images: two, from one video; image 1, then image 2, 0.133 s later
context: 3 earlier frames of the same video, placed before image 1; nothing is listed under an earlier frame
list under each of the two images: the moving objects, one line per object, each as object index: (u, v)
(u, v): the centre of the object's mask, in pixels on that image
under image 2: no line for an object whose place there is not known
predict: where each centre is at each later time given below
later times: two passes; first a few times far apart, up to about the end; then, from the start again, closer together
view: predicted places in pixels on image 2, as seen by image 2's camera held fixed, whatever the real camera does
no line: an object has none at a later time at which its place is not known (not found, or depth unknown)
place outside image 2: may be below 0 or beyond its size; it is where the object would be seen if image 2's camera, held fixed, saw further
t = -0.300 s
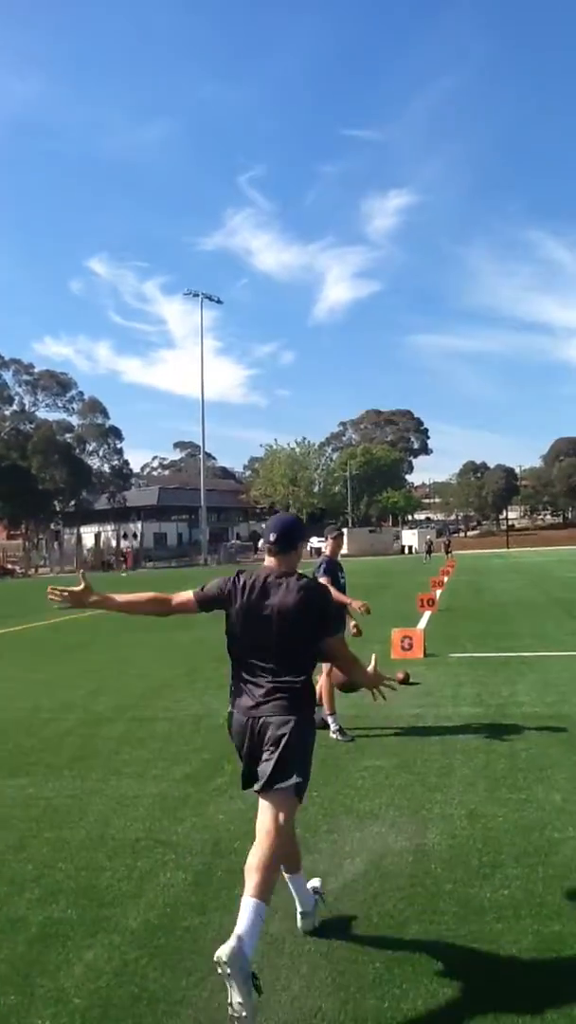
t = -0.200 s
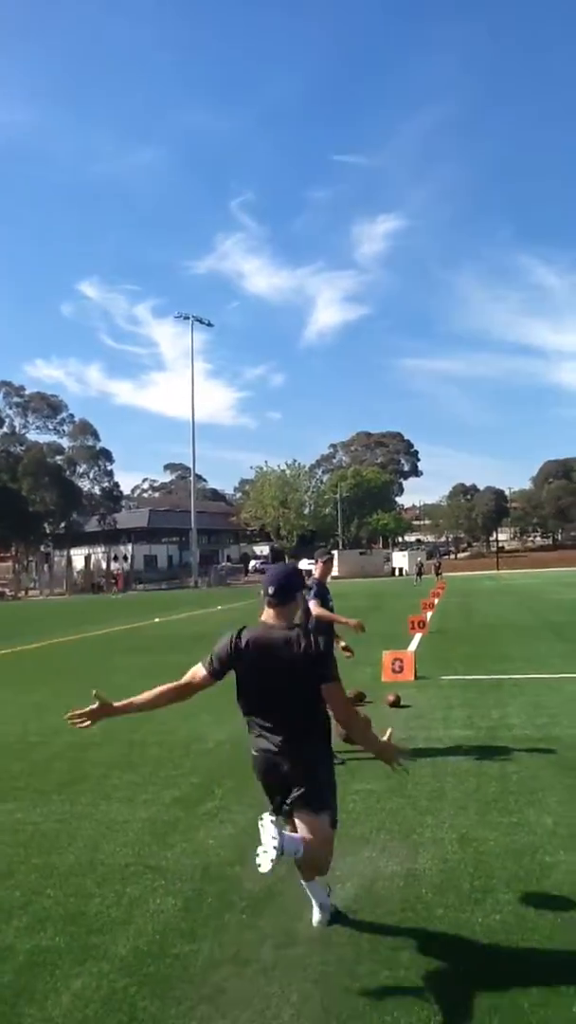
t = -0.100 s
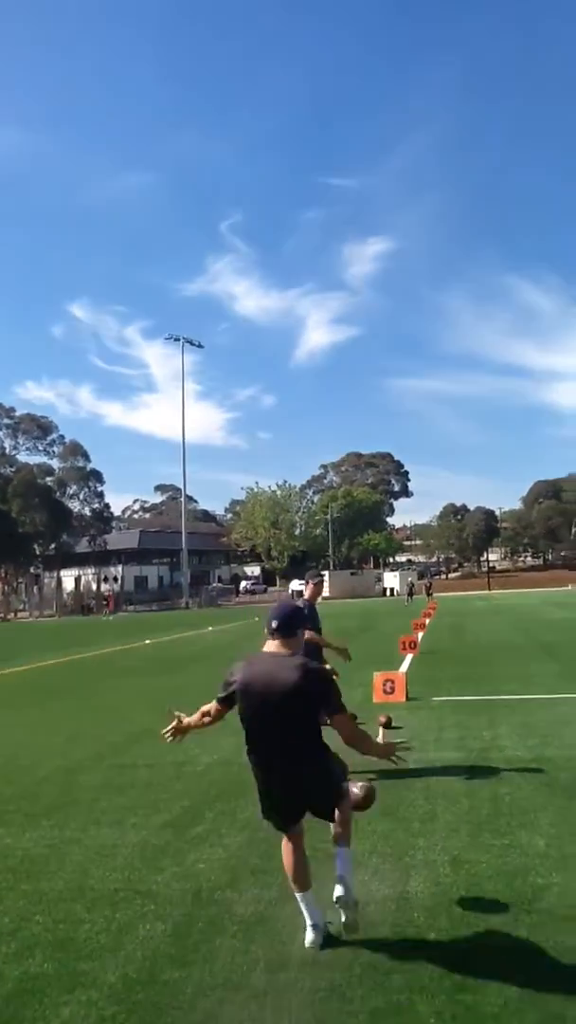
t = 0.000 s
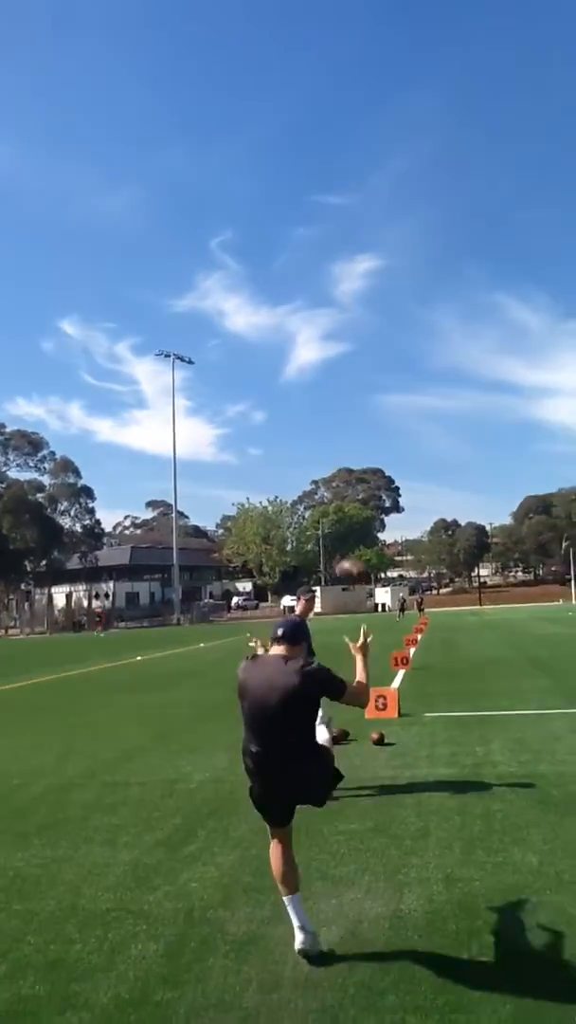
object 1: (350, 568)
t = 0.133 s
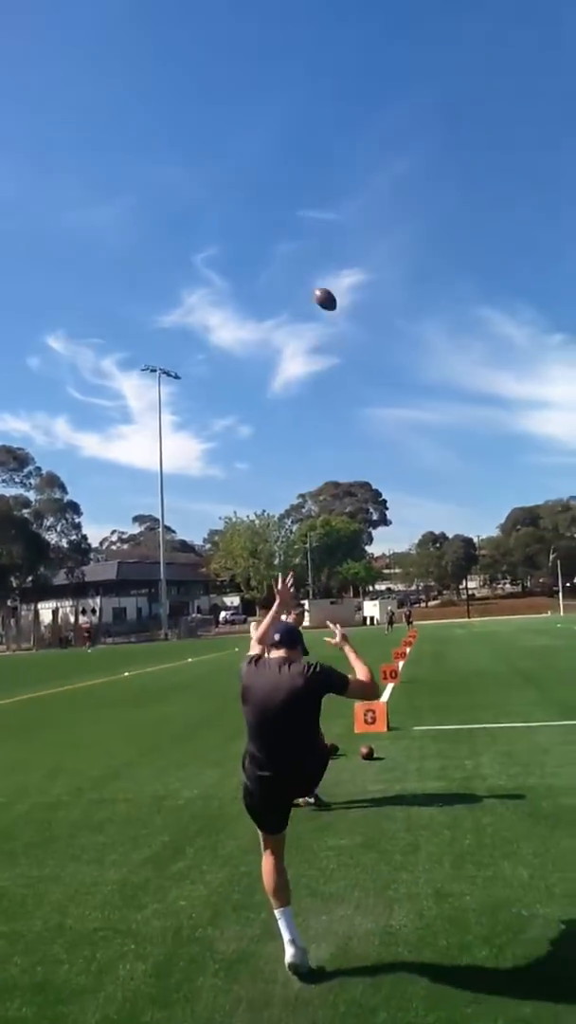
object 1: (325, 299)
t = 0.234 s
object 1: (312, 188)
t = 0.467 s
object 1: (286, 56)
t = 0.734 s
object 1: (270, -4)
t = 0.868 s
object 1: (268, -15)
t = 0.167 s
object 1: (321, 256)
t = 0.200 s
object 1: (316, 219)
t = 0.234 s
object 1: (312, 188)
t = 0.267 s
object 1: (307, 161)
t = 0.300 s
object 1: (303, 138)
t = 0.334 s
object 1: (298, 118)
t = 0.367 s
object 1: (294, 99)
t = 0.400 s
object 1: (291, 83)
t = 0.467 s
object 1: (286, 56)
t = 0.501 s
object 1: (283, 44)
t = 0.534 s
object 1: (280, 33)
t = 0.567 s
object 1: (278, 24)
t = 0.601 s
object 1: (276, 17)
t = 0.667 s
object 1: (273, 4)
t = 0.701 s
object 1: (271, 0)
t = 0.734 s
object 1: (270, -4)
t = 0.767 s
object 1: (269, -8)
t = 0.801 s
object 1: (268, -11)
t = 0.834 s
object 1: (268, -13)
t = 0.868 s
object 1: (268, -15)
